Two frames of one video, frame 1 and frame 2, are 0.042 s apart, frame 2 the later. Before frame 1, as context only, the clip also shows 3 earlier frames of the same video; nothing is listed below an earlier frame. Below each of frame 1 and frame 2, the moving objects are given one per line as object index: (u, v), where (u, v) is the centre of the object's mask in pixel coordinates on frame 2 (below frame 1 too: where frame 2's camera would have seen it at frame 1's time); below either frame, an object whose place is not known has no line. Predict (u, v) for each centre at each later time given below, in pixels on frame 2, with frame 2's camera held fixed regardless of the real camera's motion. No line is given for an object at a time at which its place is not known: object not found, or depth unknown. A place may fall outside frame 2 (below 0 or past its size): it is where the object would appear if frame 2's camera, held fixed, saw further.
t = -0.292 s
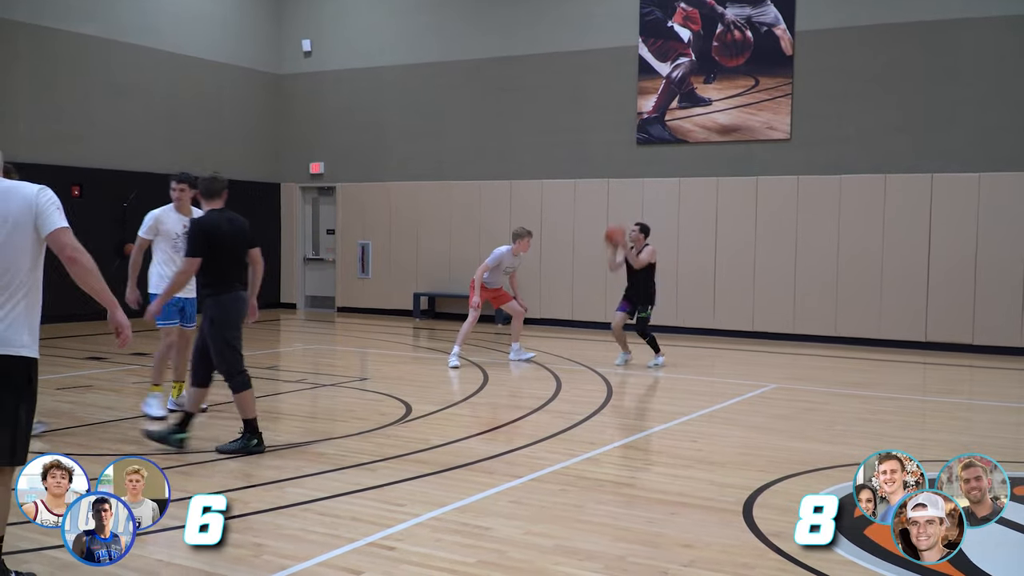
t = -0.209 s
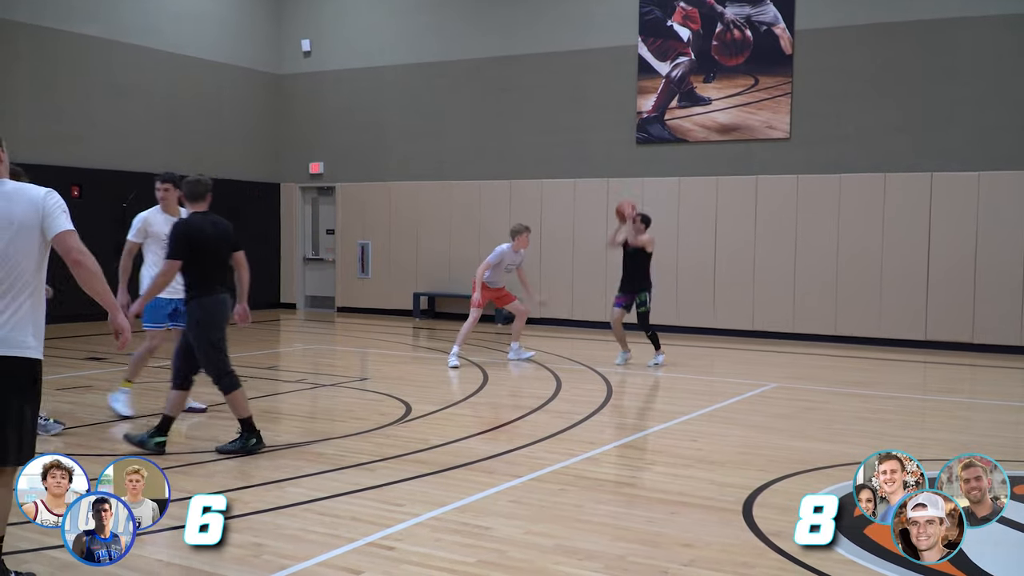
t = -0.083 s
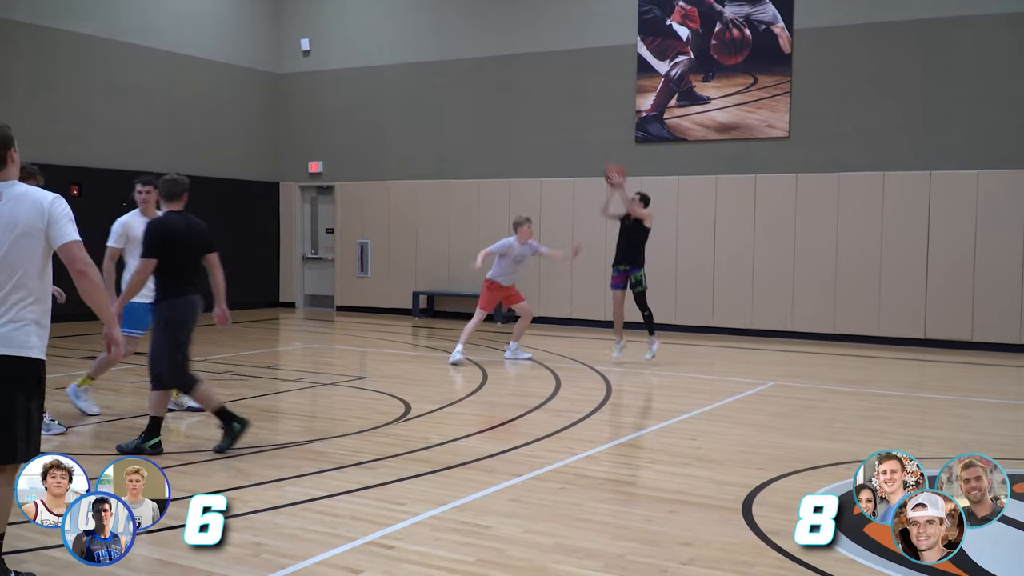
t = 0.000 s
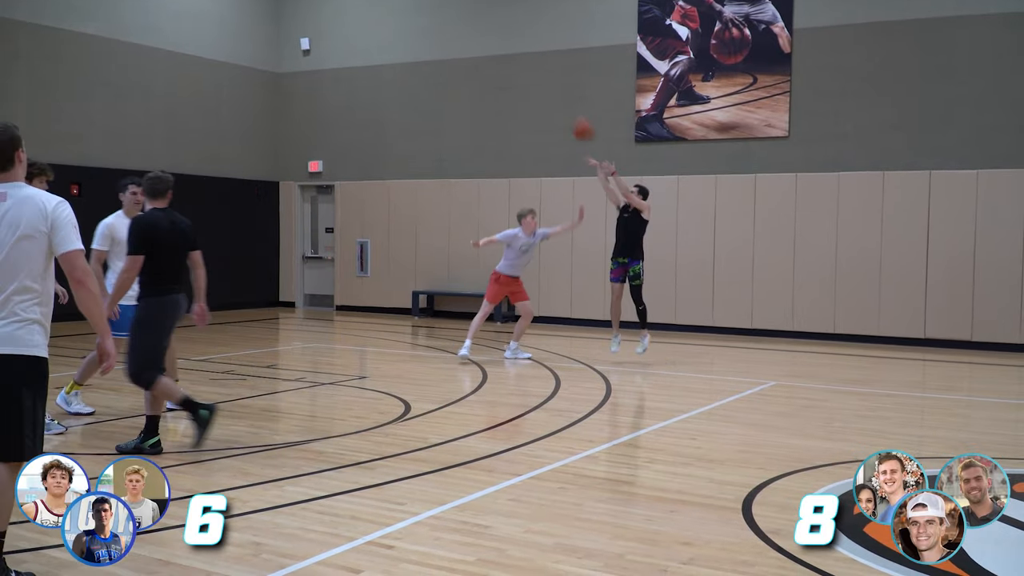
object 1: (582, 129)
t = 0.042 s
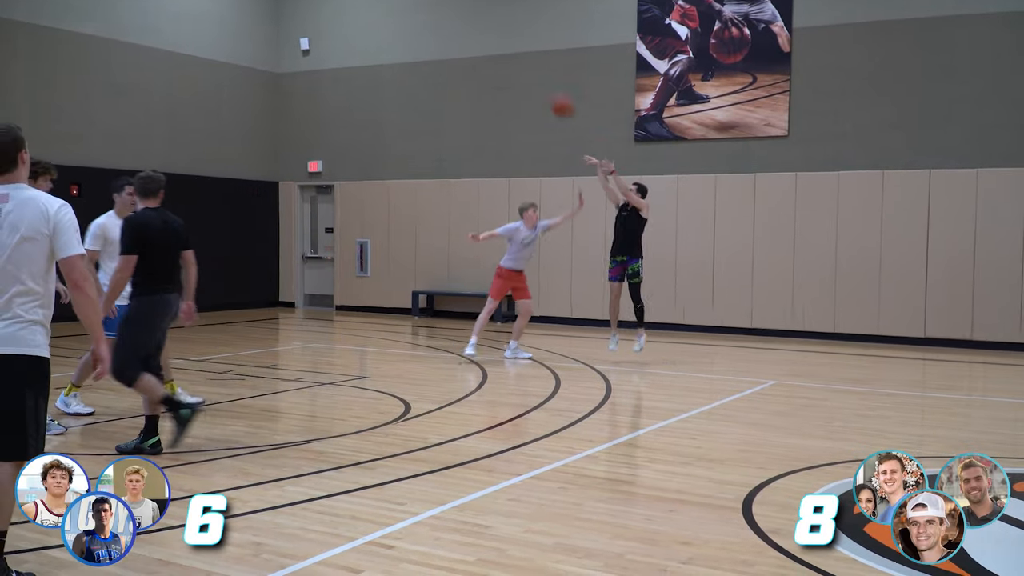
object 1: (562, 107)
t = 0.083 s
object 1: (541, 84)
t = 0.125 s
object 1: (521, 63)
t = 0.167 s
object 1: (499, 44)
